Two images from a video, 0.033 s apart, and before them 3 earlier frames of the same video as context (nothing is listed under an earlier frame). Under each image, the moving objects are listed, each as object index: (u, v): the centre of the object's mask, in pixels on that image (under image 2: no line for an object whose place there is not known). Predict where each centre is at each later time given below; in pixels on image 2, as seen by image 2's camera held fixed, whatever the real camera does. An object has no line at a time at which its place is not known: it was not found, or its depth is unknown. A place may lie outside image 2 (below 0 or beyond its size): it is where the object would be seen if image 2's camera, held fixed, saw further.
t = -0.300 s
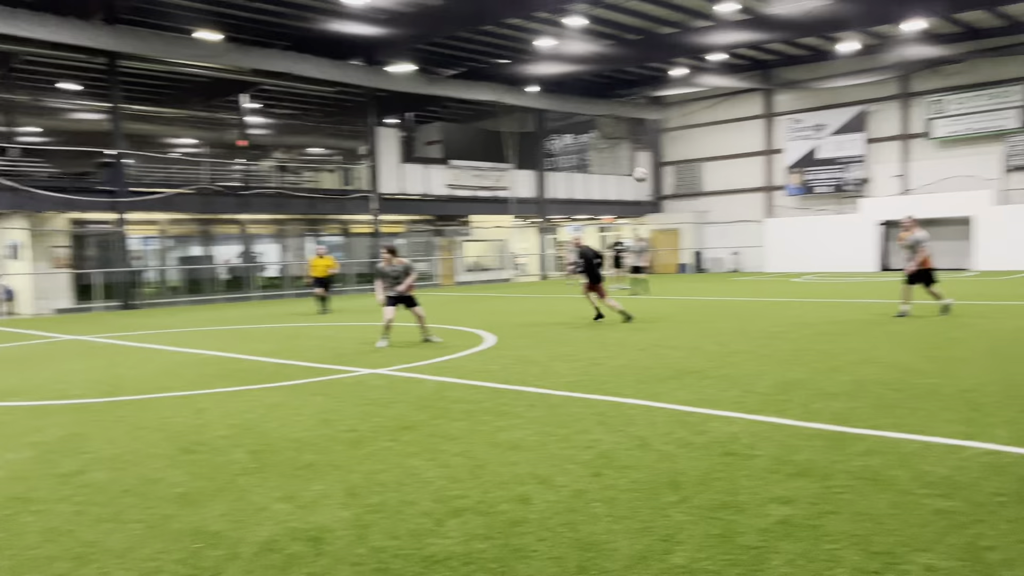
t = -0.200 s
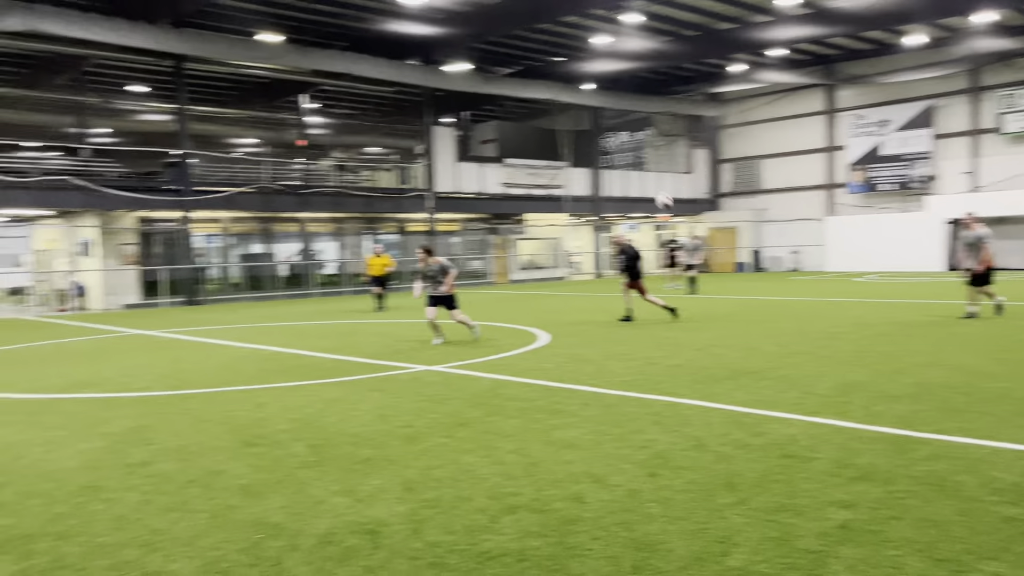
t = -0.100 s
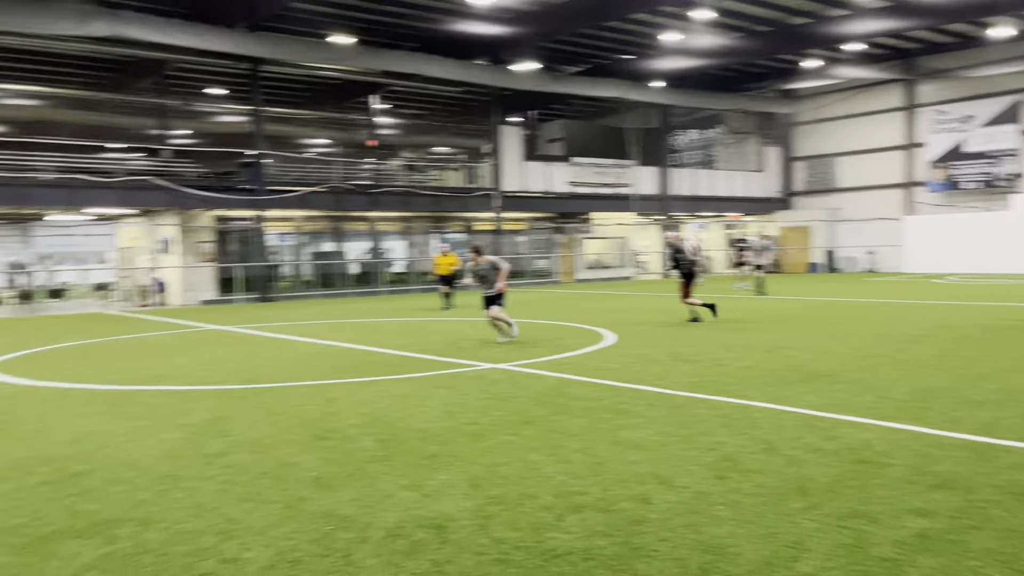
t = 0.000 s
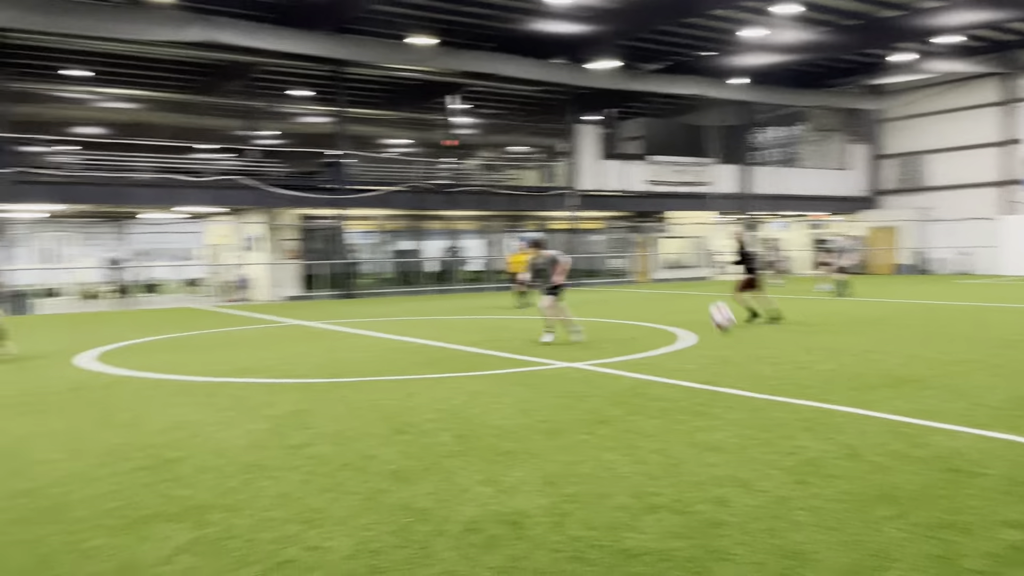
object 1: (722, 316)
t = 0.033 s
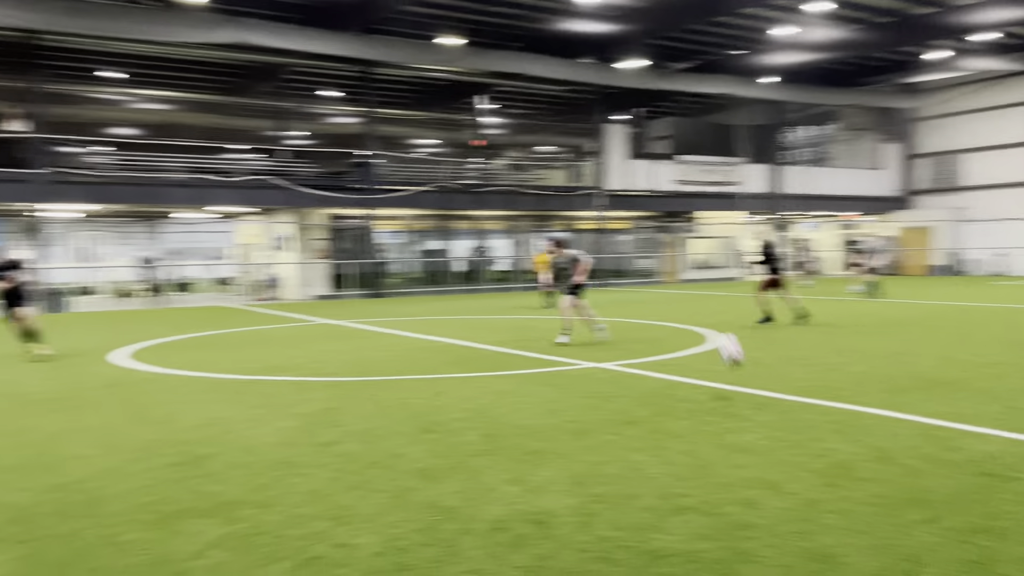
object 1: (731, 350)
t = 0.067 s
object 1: (708, 388)
